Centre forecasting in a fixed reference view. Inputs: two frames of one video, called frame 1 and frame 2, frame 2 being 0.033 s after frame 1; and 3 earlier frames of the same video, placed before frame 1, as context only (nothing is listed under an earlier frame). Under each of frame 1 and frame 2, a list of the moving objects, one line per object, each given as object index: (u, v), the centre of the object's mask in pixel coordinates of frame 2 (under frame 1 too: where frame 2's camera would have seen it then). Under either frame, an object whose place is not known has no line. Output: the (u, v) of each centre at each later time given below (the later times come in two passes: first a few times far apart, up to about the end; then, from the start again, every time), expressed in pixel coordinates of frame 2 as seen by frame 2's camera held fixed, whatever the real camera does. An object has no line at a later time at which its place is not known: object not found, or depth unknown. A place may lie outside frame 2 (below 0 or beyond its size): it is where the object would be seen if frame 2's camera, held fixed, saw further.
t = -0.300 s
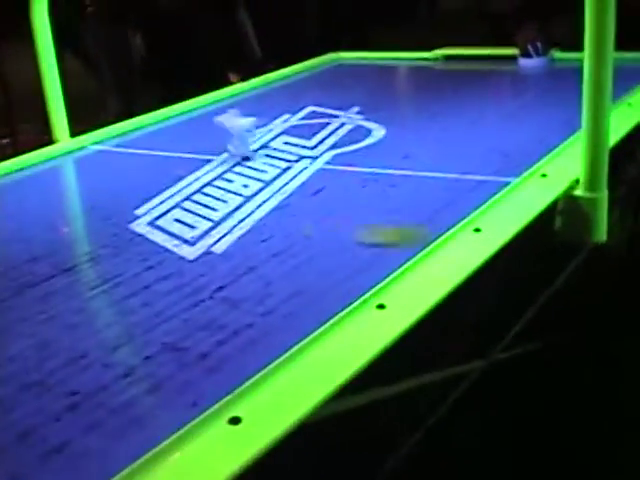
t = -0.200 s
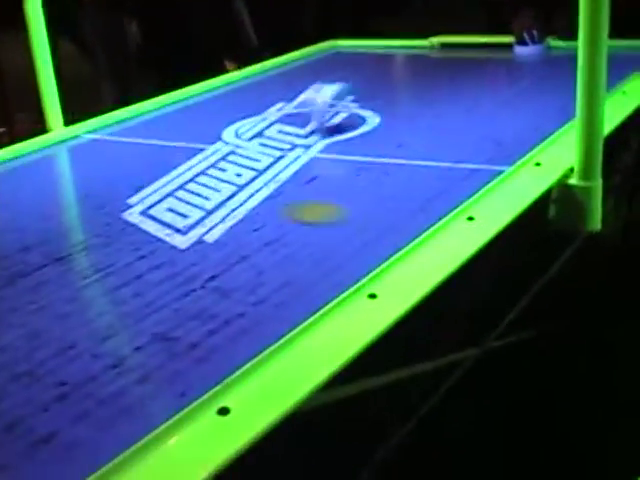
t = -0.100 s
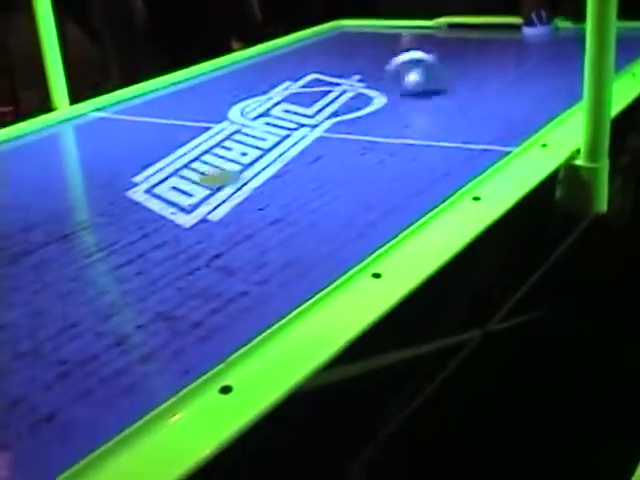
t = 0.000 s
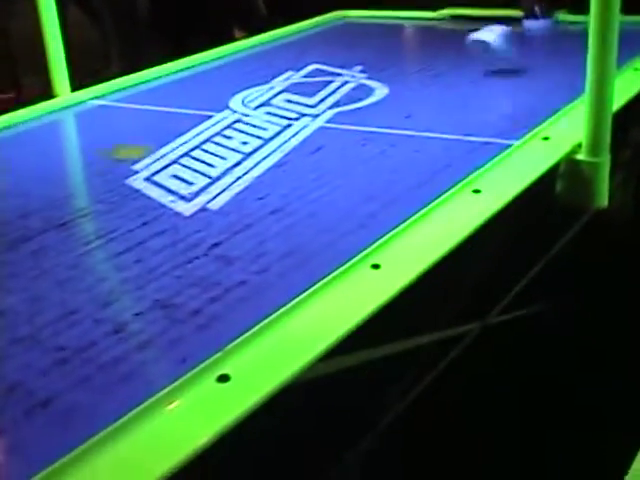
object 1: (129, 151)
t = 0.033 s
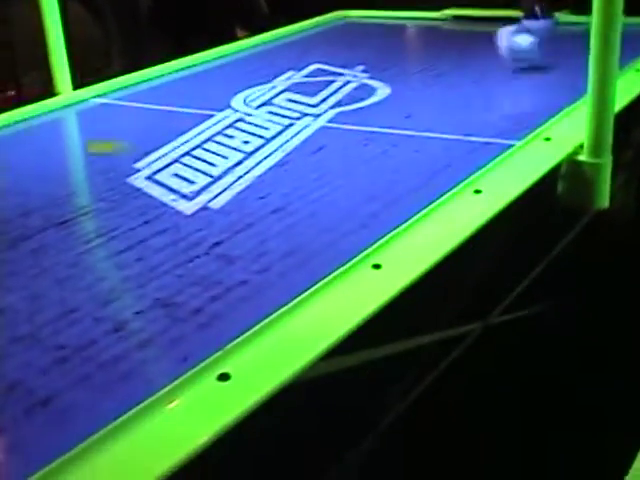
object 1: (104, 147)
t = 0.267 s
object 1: (52, 136)
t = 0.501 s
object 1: (197, 161)
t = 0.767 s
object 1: (409, 192)
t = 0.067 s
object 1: (82, 143)
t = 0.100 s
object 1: (61, 138)
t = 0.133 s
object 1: (41, 135)
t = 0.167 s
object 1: (21, 130)
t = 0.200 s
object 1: (22, 129)
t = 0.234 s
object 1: (35, 132)
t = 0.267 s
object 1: (52, 136)
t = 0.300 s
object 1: (70, 139)
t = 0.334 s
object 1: (86, 143)
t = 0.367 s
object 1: (106, 146)
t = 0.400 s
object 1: (127, 149)
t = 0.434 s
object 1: (148, 152)
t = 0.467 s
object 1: (172, 156)
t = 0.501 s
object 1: (197, 161)
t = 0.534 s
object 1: (223, 164)
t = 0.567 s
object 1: (251, 168)
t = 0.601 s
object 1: (281, 172)
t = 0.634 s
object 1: (307, 177)
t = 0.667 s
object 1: (339, 182)
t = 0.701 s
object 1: (374, 187)
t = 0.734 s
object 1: (406, 191)
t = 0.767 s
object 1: (409, 192)
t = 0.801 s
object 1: (383, 189)
